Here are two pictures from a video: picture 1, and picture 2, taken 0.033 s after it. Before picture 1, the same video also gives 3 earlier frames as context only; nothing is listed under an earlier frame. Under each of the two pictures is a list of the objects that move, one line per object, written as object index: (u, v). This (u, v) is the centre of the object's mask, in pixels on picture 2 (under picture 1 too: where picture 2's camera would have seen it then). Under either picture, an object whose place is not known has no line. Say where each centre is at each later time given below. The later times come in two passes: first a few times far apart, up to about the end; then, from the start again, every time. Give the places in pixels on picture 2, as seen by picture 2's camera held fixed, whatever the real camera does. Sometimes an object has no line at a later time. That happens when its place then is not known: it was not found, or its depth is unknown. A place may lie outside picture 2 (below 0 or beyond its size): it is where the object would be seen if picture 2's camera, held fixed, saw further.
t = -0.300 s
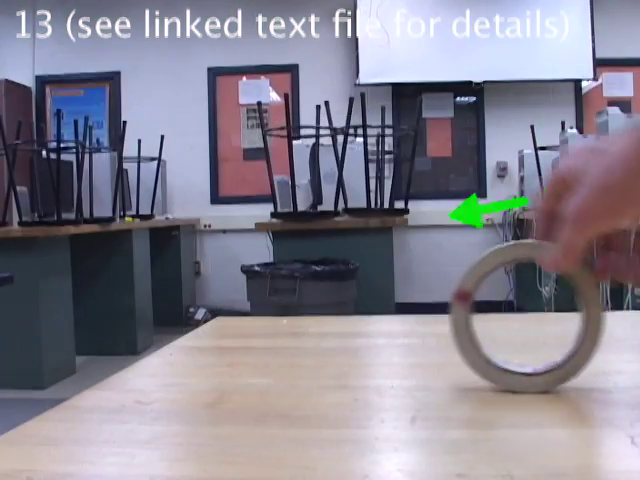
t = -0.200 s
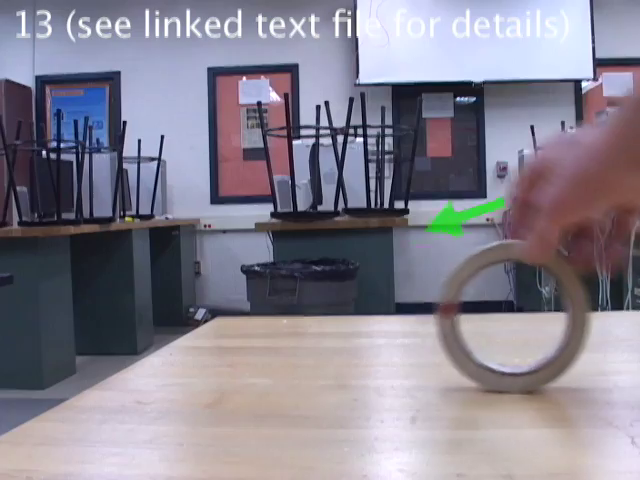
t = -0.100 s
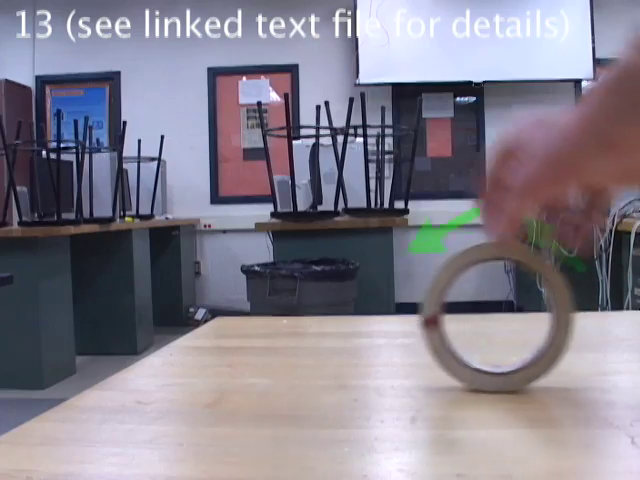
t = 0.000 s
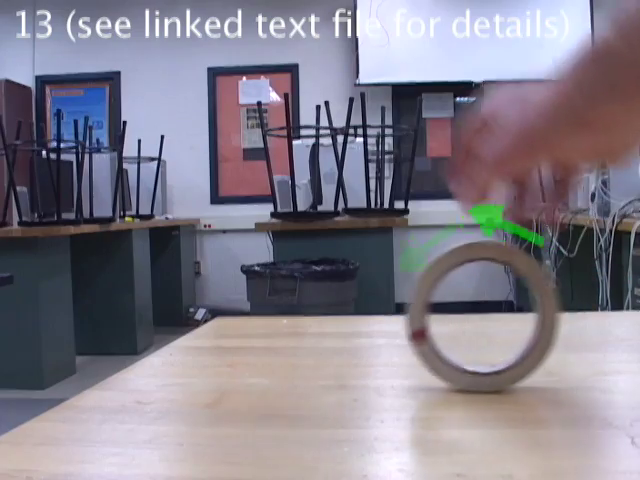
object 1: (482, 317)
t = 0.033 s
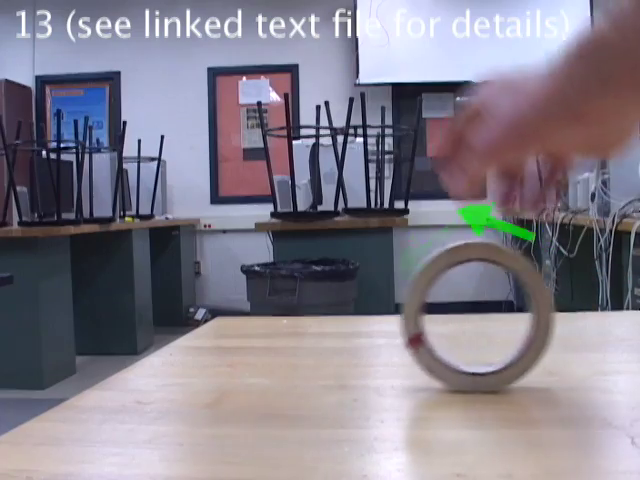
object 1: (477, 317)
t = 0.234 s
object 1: (447, 317)
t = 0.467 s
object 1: (413, 317)
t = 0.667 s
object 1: (385, 318)
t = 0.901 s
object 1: (354, 319)
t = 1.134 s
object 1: (323, 319)
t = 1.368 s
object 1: (292, 320)
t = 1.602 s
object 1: (262, 320)
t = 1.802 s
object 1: (236, 320)
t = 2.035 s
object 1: (207, 320)
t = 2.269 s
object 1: (180, 320)
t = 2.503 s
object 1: (153, 320)
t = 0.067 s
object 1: (472, 316)
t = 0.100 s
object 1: (467, 316)
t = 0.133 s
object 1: (462, 316)
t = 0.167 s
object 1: (457, 316)
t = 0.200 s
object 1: (452, 316)
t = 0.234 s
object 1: (447, 317)
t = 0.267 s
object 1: (442, 317)
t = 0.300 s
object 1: (437, 317)
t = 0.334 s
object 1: (432, 317)
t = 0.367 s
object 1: (427, 317)
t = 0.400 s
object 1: (422, 317)
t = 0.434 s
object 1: (417, 317)
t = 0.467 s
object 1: (413, 317)
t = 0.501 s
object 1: (408, 318)
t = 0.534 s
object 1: (403, 318)
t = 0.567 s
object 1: (398, 318)
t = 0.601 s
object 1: (394, 318)
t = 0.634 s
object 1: (389, 318)
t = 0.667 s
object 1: (385, 318)
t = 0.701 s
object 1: (381, 318)
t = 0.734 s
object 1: (376, 318)
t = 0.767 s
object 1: (371, 318)
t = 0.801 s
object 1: (367, 318)
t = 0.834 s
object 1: (363, 318)
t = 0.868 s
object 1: (358, 318)
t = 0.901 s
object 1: (354, 319)
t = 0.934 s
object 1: (350, 319)
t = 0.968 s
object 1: (345, 319)
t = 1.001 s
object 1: (341, 319)
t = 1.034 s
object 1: (336, 319)
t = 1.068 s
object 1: (332, 319)
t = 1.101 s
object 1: (327, 319)
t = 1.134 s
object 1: (323, 319)
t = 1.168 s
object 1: (319, 320)
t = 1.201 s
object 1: (315, 320)
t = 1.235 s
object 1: (310, 320)
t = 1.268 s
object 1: (306, 320)
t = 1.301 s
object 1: (301, 320)
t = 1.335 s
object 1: (297, 320)
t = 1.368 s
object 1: (292, 320)
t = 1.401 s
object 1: (289, 320)
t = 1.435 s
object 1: (283, 320)
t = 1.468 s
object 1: (280, 320)
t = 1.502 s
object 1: (275, 320)
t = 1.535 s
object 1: (271, 320)
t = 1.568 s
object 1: (266, 320)
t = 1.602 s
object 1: (262, 320)
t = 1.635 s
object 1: (258, 320)
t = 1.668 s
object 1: (254, 320)
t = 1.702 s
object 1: (249, 320)
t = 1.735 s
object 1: (245, 320)
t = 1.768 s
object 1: (240, 320)
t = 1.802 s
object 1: (236, 320)
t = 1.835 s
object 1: (232, 320)
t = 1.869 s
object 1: (228, 320)
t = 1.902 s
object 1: (224, 320)
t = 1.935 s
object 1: (220, 320)
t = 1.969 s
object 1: (215, 320)
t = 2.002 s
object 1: (211, 320)
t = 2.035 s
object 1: (207, 320)
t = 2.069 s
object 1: (203, 320)
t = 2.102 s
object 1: (199, 320)
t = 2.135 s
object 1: (195, 320)
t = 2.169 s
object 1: (192, 320)
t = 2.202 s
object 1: (187, 320)
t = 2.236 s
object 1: (183, 320)
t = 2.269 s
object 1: (180, 320)
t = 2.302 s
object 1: (175, 320)
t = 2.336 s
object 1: (171, 320)
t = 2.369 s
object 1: (168, 320)
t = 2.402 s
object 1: (164, 320)
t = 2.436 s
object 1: (160, 320)
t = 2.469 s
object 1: (157, 320)
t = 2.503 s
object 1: (153, 320)
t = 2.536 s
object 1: (150, 320)
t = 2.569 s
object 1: (146, 320)
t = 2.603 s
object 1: (142, 320)
